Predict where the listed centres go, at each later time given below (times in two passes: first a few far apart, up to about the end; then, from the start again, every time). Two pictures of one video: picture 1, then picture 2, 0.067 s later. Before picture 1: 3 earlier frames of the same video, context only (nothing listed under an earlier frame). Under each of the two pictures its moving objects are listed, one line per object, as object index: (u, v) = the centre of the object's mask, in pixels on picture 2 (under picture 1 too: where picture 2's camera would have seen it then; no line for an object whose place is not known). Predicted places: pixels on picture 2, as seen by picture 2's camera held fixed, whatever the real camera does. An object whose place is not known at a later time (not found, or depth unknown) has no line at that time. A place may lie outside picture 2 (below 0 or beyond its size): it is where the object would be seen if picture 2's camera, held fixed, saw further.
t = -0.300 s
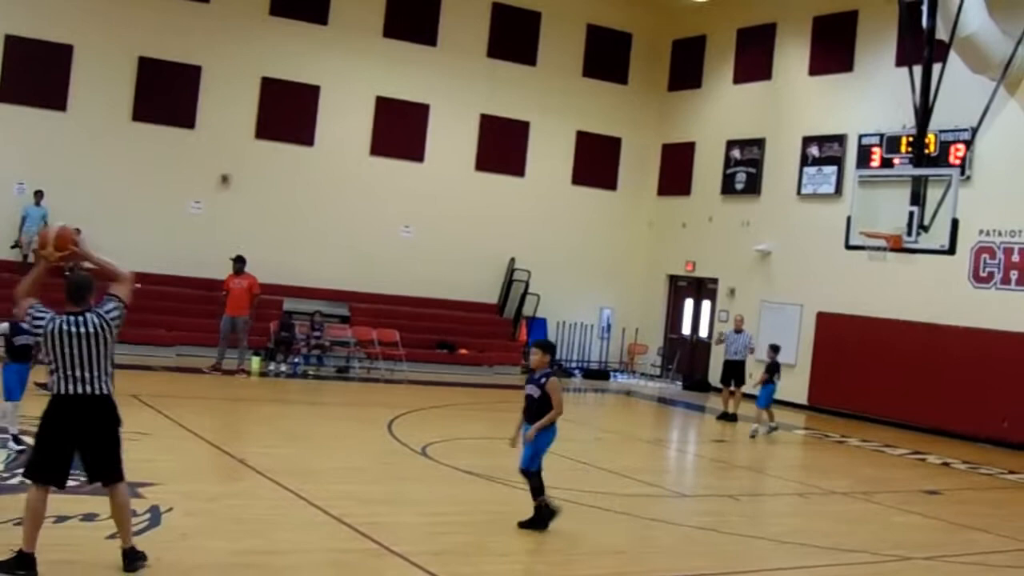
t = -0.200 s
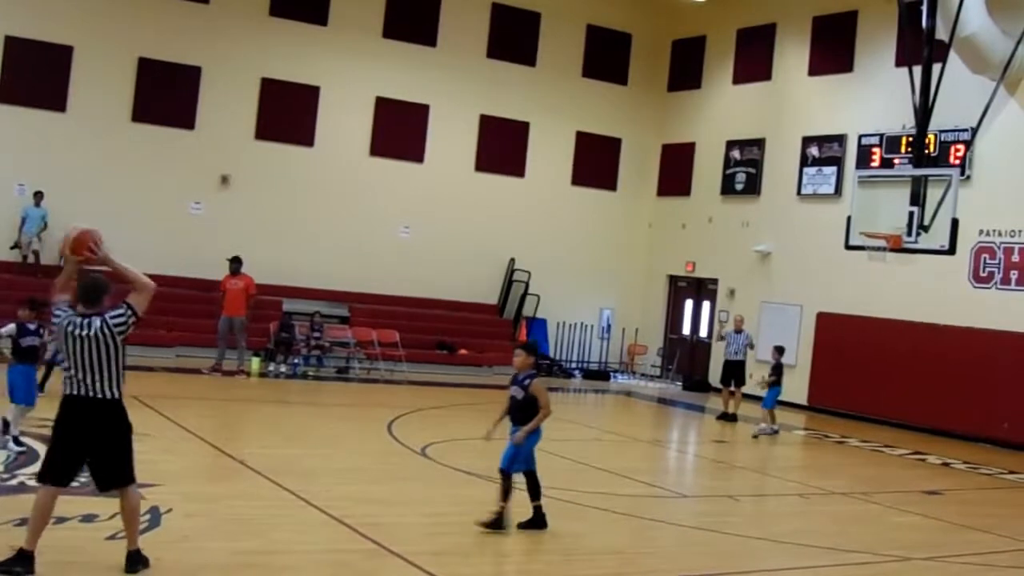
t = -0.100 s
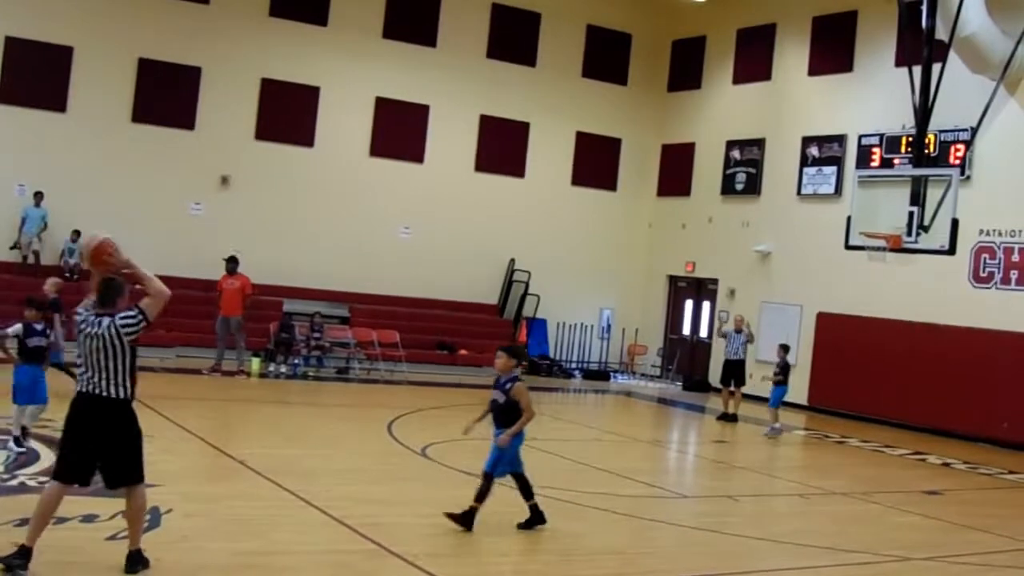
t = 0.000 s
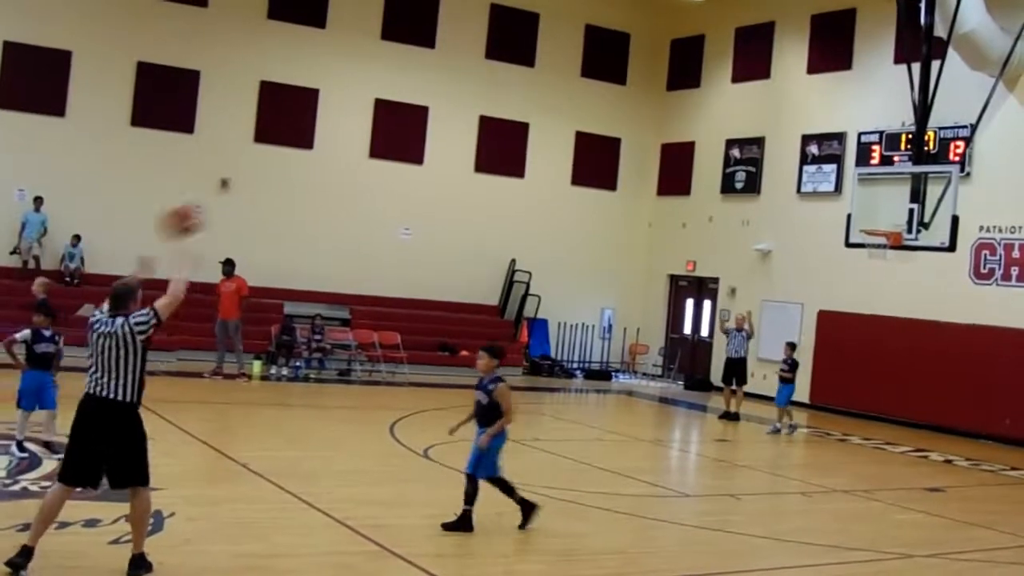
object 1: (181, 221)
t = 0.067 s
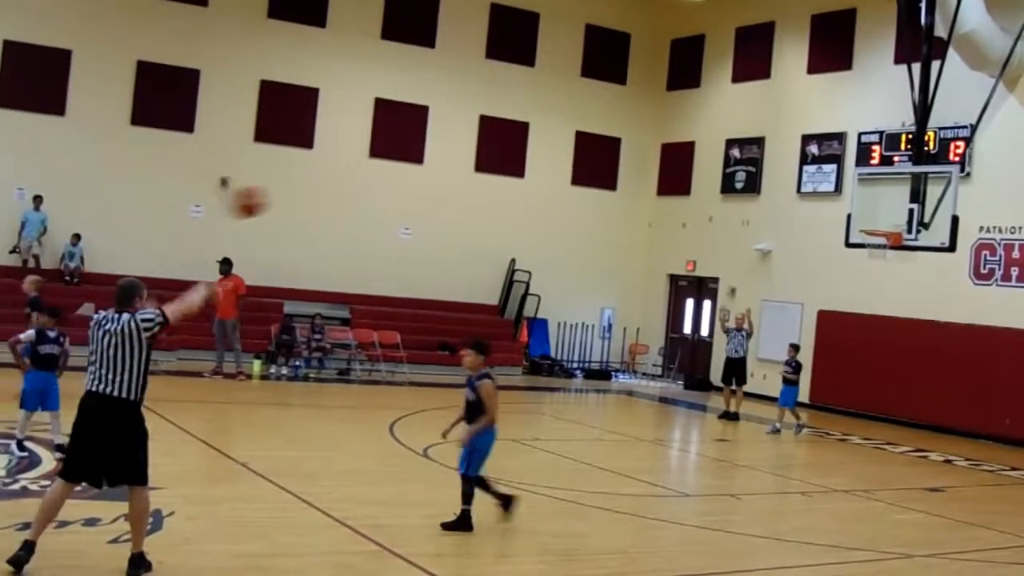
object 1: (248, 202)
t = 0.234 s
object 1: (373, 192)
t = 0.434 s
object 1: (482, 224)
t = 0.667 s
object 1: (571, 300)
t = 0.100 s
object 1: (276, 196)
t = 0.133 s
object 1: (303, 193)
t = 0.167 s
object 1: (327, 193)
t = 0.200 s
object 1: (353, 191)
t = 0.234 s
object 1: (373, 192)
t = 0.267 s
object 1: (395, 195)
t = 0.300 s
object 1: (414, 198)
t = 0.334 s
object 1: (433, 203)
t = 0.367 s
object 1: (450, 210)
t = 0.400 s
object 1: (467, 216)
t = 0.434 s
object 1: (482, 224)
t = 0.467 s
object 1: (496, 232)
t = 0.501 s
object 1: (511, 242)
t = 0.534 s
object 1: (524, 252)
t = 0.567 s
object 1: (537, 263)
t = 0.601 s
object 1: (549, 275)
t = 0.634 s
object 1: (560, 288)
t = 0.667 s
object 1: (571, 300)
